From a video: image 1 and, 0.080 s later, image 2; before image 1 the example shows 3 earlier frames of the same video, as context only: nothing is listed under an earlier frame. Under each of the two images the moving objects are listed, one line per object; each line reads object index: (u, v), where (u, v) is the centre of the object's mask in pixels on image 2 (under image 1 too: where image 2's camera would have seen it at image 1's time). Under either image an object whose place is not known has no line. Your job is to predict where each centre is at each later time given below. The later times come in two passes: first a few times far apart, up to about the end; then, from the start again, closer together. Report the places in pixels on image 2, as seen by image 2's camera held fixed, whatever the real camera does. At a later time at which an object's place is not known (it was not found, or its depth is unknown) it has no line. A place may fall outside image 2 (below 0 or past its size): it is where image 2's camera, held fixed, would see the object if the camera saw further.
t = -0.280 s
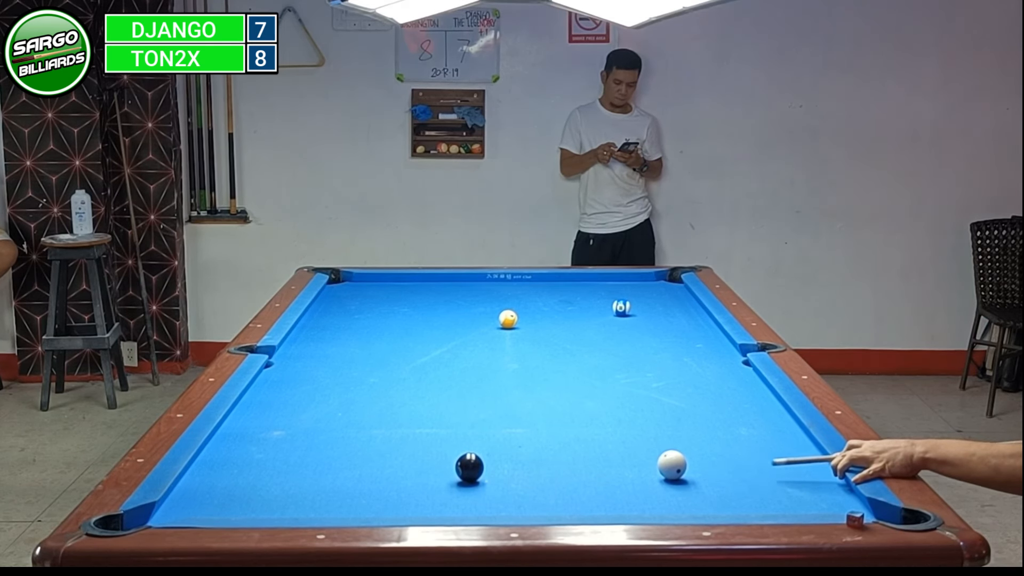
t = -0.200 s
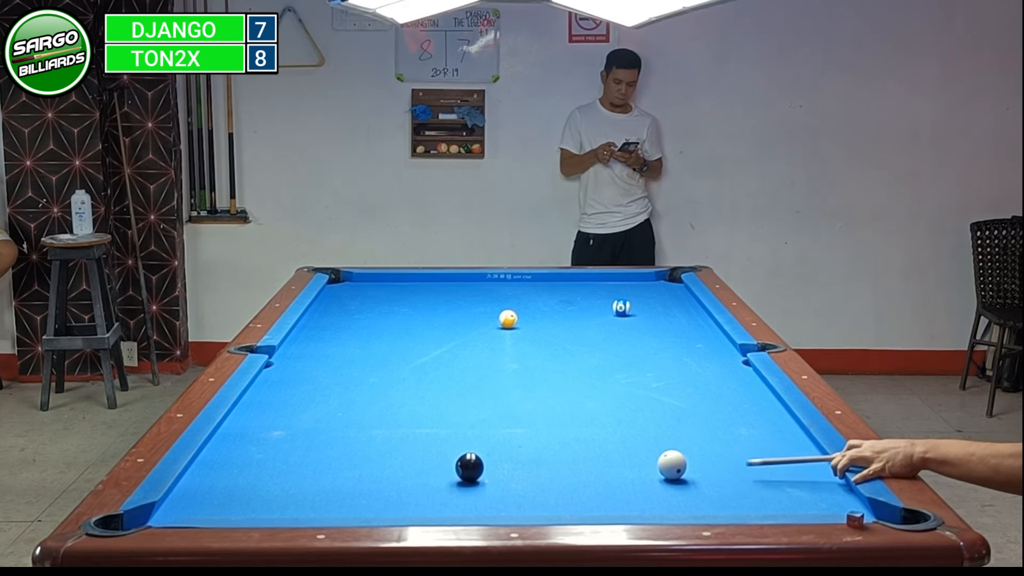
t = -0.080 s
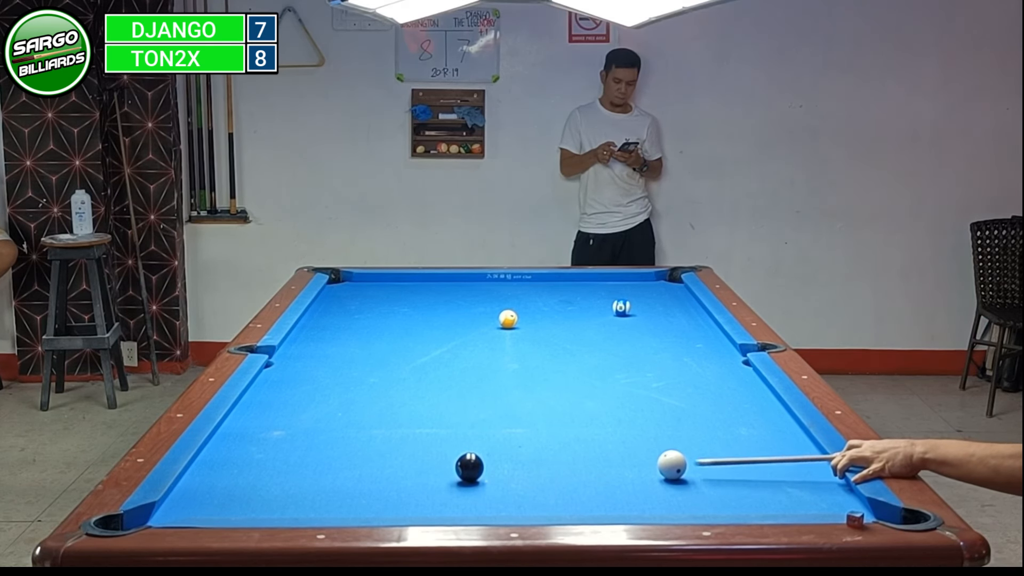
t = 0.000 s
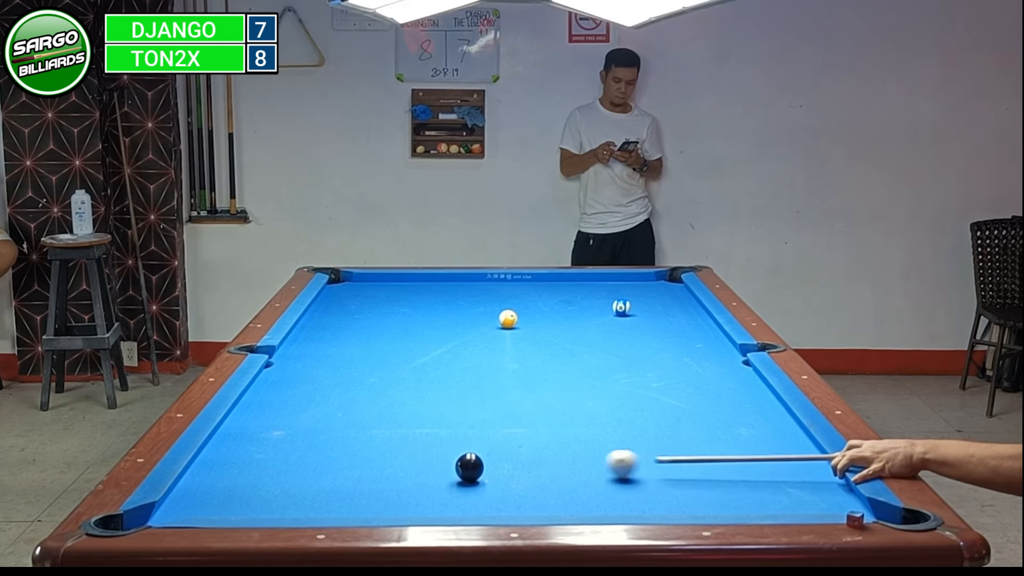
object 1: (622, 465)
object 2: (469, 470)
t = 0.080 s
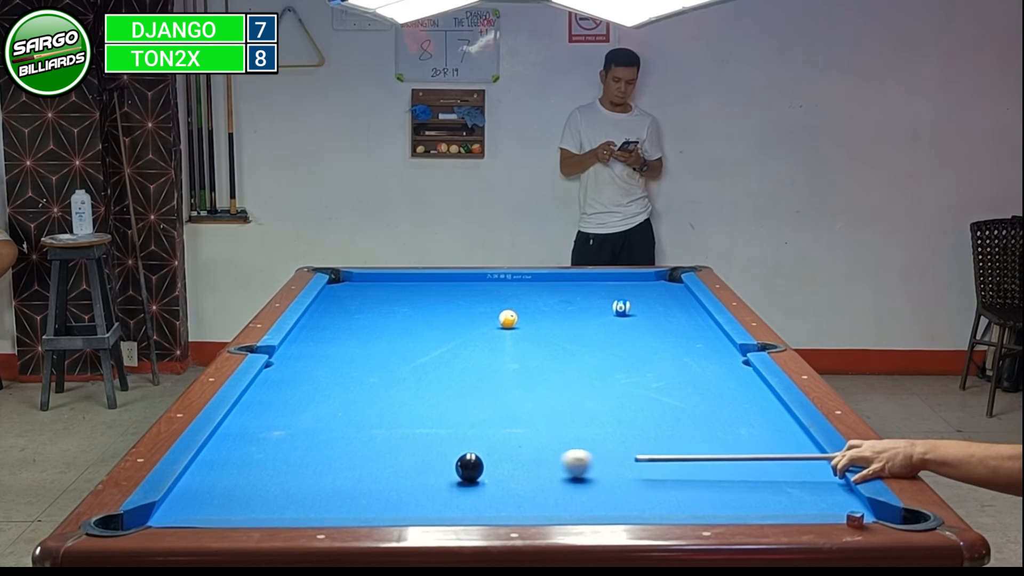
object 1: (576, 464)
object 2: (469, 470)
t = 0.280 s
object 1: (485, 459)
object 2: (442, 474)
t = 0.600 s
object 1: (418, 441)
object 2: (339, 491)
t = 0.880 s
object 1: (366, 426)
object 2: (251, 502)
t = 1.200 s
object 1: (314, 412)
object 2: (149, 515)
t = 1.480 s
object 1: (274, 401)
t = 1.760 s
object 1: (264, 391)
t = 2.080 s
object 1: (294, 382)
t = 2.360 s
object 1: (317, 375)
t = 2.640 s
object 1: (337, 370)
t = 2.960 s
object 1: (358, 363)
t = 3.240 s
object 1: (373, 358)
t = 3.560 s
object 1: (389, 354)
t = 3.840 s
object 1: (400, 350)
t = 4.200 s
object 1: (418, 346)
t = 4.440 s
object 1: (420, 345)
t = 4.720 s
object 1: (428, 343)
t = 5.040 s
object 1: (434, 341)
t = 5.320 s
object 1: (438, 340)
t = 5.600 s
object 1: (441, 339)
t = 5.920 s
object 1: (443, 339)
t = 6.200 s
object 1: (443, 339)
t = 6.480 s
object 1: (443, 339)
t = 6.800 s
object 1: (443, 339)
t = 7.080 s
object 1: (442, 339)
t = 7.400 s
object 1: (442, 339)
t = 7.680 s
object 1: (442, 339)
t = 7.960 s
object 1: (443, 339)
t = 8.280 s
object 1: (443, 339)
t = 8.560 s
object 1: (442, 339)
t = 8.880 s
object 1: (442, 339)
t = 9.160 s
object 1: (443, 339)
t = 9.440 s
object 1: (443, 339)
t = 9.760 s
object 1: (443, 339)
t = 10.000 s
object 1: (443, 339)
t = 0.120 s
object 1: (545, 464)
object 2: (469, 470)
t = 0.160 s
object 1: (526, 464)
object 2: (469, 470)
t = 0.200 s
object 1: (497, 463)
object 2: (469, 468)
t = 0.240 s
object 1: (493, 463)
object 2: (462, 470)
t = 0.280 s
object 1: (485, 459)
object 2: (442, 474)
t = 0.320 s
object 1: (475, 456)
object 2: (423, 477)
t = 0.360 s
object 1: (467, 454)
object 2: (412, 479)
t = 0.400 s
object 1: (460, 452)
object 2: (402, 481)
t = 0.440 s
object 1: (449, 449)
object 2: (386, 483)
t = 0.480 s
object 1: (442, 447)
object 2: (376, 485)
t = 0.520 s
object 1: (432, 444)
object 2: (360, 487)
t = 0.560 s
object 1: (425, 443)
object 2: (350, 490)
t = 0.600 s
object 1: (418, 441)
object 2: (339, 491)
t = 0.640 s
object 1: (409, 438)
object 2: (324, 493)
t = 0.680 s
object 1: (403, 436)
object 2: (314, 495)
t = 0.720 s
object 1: (396, 434)
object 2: (303, 496)
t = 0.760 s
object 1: (387, 432)
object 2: (287, 498)
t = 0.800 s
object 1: (381, 430)
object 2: (277, 499)
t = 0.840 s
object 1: (372, 428)
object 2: (261, 501)
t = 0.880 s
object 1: (366, 426)
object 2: (251, 502)
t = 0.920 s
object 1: (360, 425)
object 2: (240, 503)
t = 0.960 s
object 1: (352, 422)
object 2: (224, 505)
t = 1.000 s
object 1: (346, 421)
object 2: (214, 505)
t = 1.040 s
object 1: (341, 419)
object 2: (203, 506)
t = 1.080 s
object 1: (333, 417)
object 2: (187, 508)
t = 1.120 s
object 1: (328, 416)
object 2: (176, 510)
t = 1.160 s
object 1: (320, 413)
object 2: (160, 513)
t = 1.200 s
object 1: (314, 412)
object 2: (149, 515)
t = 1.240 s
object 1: (309, 411)
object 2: (137, 519)
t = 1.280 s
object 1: (302, 409)
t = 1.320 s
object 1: (297, 407)
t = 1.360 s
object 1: (292, 406)
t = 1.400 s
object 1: (285, 404)
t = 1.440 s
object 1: (281, 403)
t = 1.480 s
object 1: (274, 401)
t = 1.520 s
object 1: (269, 399)
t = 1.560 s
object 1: (265, 398)
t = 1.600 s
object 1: (258, 397)
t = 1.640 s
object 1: (254, 395)
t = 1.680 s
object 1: (256, 394)
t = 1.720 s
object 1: (261, 393)
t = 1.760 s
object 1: (264, 391)
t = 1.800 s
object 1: (269, 390)
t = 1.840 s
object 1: (272, 389)
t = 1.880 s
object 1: (276, 388)
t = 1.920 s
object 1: (280, 387)
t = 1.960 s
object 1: (284, 385)
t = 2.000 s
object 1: (286, 385)
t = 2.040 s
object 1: (291, 383)
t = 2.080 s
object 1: (294, 382)
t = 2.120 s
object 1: (298, 381)
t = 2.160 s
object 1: (301, 380)
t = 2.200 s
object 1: (304, 379)
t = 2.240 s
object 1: (308, 378)
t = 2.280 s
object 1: (311, 377)
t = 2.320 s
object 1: (313, 376)
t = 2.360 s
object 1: (317, 375)
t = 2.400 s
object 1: (320, 375)
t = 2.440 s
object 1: (324, 373)
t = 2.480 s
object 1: (326, 373)
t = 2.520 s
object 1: (329, 372)
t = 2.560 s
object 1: (332, 371)
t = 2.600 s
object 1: (335, 370)
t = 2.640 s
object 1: (337, 370)
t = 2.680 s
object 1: (341, 368)
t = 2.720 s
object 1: (343, 368)
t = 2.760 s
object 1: (346, 367)
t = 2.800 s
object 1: (348, 366)
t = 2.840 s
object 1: (351, 365)
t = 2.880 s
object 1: (354, 364)
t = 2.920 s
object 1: (356, 364)
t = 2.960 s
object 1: (358, 363)
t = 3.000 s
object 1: (361, 362)
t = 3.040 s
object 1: (363, 362)
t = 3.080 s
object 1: (366, 361)
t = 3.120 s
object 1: (367, 360)
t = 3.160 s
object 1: (369, 360)
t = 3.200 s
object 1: (372, 359)
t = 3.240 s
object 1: (373, 358)
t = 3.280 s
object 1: (375, 358)
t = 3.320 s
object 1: (378, 357)
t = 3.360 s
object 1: (379, 357)
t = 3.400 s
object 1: (382, 356)
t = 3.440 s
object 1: (383, 356)
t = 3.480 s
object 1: (385, 355)
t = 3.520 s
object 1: (387, 354)
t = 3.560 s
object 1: (389, 354)
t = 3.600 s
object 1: (390, 354)
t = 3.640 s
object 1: (392, 353)
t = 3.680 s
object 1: (394, 353)
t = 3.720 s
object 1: (396, 351)
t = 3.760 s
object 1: (397, 352)
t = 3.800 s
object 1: (398, 351)
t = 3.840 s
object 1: (400, 350)
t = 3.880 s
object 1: (401, 349)
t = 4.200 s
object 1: (418, 346)
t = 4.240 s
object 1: (414, 347)
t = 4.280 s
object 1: (416, 346)
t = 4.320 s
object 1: (417, 346)
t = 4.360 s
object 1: (418, 345)
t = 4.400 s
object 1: (419, 344)
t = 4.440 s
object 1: (420, 345)
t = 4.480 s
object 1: (422, 344)
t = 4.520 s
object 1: (423, 343)
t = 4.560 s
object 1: (424, 343)
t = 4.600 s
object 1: (425, 343)
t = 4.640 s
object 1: (426, 343)
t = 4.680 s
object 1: (427, 343)
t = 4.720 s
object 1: (428, 343)
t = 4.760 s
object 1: (428, 342)
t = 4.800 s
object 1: (429, 342)
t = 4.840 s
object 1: (430, 342)
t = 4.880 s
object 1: (431, 342)
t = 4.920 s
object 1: (432, 342)
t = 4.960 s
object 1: (432, 341)
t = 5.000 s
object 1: (433, 341)
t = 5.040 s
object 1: (434, 341)
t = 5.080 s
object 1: (434, 341)
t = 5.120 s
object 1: (435, 341)
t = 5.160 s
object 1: (436, 341)
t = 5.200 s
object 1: (436, 341)
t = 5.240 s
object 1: (437, 340)
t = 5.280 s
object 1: (437, 340)
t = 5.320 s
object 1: (438, 340)
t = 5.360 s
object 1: (438, 340)
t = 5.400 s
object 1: (439, 340)
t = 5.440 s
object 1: (439, 340)
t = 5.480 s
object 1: (440, 339)
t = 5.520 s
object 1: (440, 339)
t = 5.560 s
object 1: (440, 339)
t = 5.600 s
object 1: (441, 339)
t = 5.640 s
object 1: (441, 339)
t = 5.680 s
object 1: (442, 339)
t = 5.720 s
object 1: (442, 339)
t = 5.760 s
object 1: (443, 339)
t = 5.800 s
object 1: (443, 339)
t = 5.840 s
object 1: (443, 339)
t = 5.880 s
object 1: (443, 339)
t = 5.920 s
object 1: (443, 339)
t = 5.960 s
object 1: (443, 339)
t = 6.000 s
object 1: (443, 339)
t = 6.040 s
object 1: (443, 339)
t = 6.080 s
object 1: (443, 339)
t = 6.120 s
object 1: (443, 339)
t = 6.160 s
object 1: (443, 339)
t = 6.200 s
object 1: (443, 339)
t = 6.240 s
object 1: (443, 339)
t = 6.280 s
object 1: (443, 339)
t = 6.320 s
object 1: (443, 339)
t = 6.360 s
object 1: (443, 339)
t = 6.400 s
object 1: (443, 339)
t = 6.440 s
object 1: (443, 339)
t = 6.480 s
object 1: (443, 339)
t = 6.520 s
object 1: (443, 339)
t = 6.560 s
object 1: (443, 339)
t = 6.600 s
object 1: (442, 339)
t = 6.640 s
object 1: (443, 339)
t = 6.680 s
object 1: (443, 339)
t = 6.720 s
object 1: (443, 339)
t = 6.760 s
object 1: (442, 339)
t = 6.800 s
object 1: (443, 339)
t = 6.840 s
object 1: (443, 339)
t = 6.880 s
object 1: (443, 339)
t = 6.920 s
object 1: (443, 339)
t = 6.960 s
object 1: (443, 339)
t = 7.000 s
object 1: (442, 339)
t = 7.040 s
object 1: (442, 339)
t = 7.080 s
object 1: (442, 339)
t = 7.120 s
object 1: (442, 339)
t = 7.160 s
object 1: (442, 339)
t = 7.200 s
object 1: (443, 339)
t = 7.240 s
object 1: (442, 339)
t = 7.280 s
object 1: (443, 339)
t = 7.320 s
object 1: (442, 339)
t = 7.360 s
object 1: (442, 339)
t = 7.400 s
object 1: (442, 339)
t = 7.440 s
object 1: (442, 339)
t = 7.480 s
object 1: (442, 339)
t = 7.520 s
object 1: (443, 339)
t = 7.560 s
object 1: (442, 339)
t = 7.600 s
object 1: (442, 339)
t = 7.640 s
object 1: (442, 339)
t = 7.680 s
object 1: (442, 339)
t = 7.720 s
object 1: (442, 339)
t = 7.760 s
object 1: (442, 339)
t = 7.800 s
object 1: (442, 339)
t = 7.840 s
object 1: (442, 339)
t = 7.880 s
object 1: (443, 339)
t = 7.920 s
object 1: (443, 339)
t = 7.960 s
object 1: (443, 339)
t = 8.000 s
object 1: (443, 339)
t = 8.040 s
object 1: (443, 339)
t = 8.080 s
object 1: (443, 339)
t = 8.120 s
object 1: (443, 339)
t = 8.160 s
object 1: (443, 339)
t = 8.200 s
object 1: (443, 339)
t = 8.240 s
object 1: (443, 339)
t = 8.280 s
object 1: (443, 339)
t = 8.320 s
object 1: (443, 339)
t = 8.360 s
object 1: (443, 339)
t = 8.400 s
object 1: (442, 340)
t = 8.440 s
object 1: (443, 339)
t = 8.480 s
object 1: (442, 339)
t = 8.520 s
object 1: (442, 339)
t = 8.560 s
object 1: (442, 339)
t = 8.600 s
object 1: (442, 339)
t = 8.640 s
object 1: (442, 339)
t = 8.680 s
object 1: (443, 339)
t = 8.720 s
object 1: (442, 339)
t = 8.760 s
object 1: (442, 339)
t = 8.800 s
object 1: (442, 339)
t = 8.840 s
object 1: (442, 339)
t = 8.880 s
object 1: (442, 339)
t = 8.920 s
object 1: (442, 339)
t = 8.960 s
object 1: (442, 339)
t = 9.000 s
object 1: (442, 339)
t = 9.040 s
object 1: (442, 339)
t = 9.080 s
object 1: (442, 339)
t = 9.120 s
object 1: (442, 339)
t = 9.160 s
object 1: (443, 339)
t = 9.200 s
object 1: (442, 339)
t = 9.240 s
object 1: (442, 339)
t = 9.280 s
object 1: (442, 339)
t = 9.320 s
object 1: (443, 339)
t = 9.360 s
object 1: (443, 339)
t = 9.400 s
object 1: (443, 339)
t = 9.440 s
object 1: (443, 339)
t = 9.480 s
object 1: (443, 339)
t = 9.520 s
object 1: (443, 340)
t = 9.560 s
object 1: (443, 339)
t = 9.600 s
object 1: (443, 339)
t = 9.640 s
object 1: (443, 339)
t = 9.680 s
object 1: (443, 339)
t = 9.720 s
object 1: (443, 339)
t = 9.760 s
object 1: (443, 339)
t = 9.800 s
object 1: (443, 339)
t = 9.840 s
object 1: (442, 339)
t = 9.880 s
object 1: (442, 339)
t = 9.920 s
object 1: (442, 339)
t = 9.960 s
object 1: (443, 339)
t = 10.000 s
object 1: (443, 339)
